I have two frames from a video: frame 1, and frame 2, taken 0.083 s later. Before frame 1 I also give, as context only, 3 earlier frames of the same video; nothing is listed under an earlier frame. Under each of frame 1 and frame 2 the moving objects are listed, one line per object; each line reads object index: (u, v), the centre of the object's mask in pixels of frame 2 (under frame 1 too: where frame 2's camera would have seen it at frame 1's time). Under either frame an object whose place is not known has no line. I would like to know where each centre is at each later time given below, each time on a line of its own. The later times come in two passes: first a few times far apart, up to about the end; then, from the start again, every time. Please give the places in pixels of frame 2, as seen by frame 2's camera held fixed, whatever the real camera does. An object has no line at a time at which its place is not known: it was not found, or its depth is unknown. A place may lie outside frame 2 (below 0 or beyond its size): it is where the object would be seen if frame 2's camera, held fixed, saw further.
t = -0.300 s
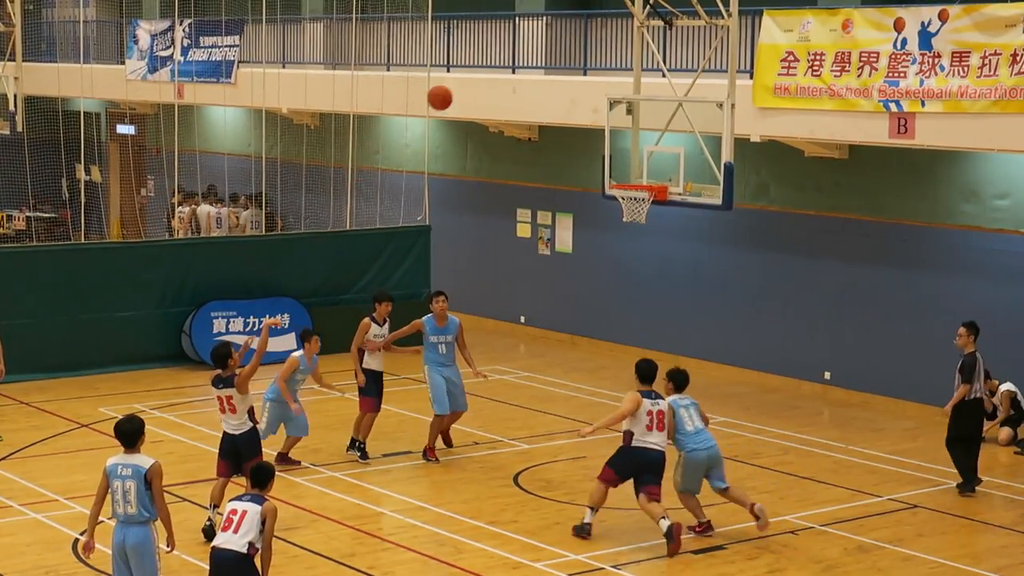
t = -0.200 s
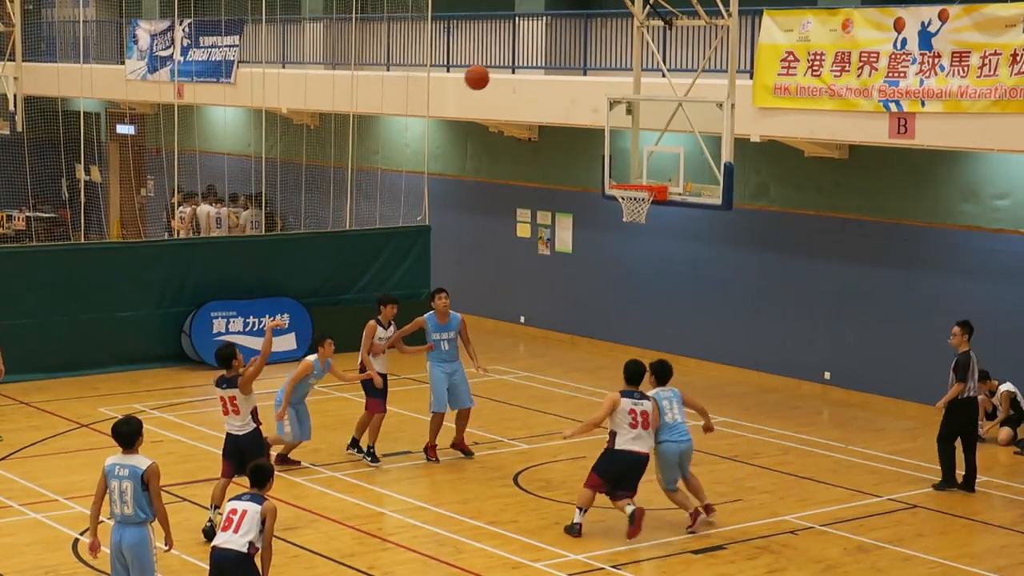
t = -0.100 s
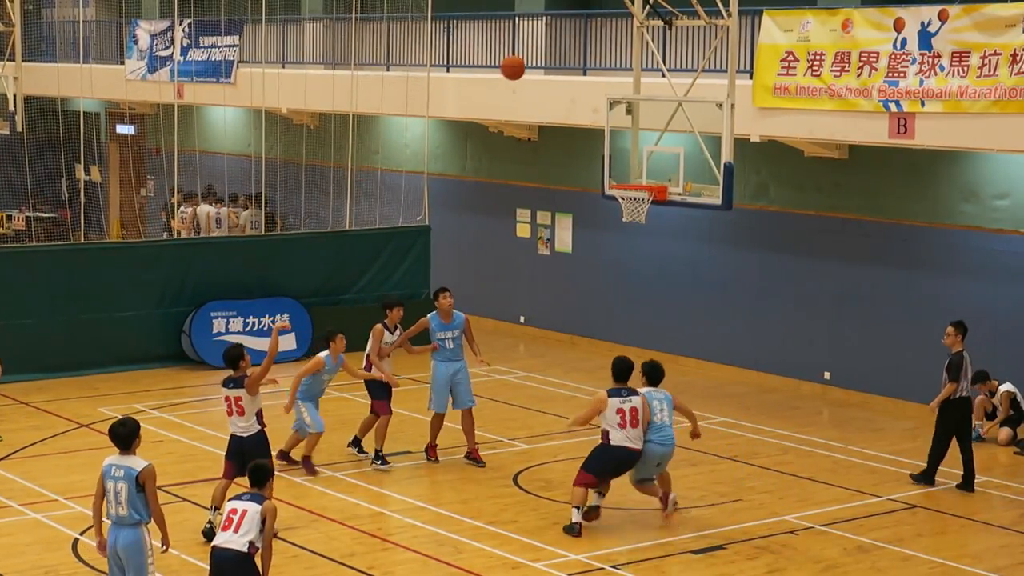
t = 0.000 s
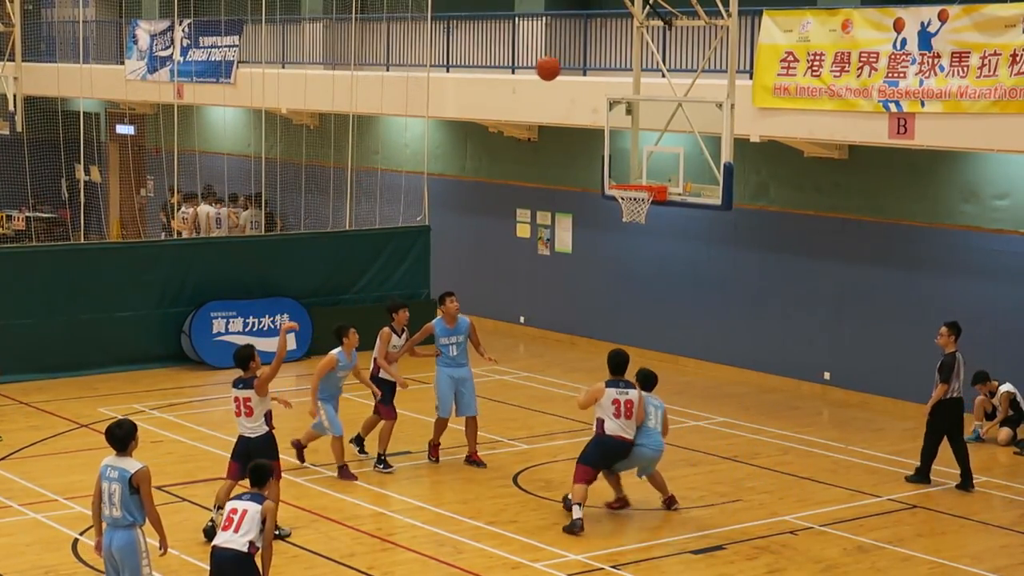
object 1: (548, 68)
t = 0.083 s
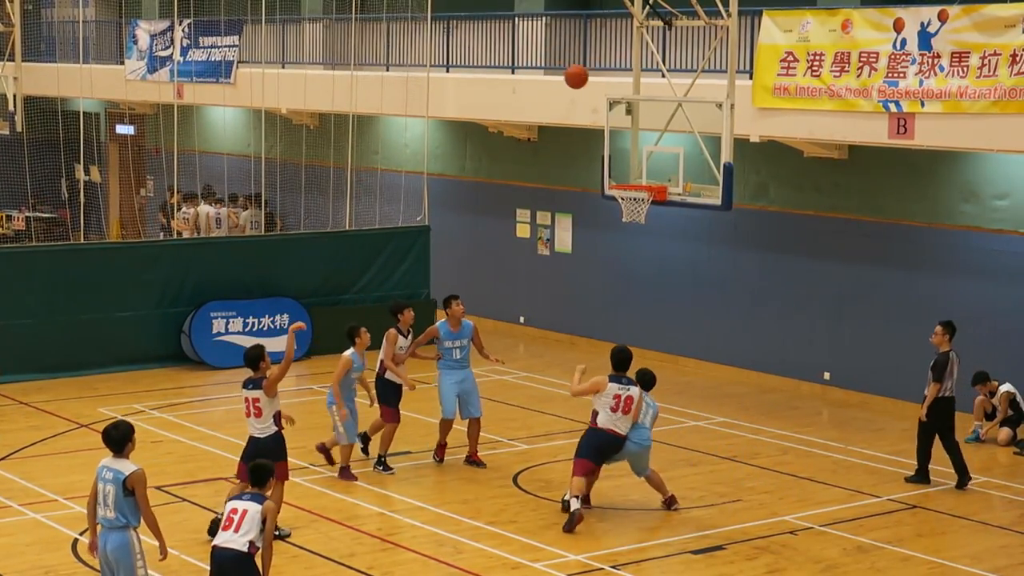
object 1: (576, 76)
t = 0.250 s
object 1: (631, 113)
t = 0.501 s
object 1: (641, 162)
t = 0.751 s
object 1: (585, 128)
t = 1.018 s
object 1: (522, 161)
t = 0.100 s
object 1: (582, 79)
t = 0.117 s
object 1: (587, 82)
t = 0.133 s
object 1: (593, 85)
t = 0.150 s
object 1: (598, 88)
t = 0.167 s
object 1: (604, 91)
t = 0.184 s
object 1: (609, 95)
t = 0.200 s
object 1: (615, 99)
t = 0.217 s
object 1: (620, 104)
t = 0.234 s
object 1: (625, 108)
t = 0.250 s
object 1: (631, 113)
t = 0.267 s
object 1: (636, 118)
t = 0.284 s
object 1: (641, 122)
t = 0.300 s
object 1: (646, 128)
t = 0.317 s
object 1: (652, 134)
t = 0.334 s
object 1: (657, 140)
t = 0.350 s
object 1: (662, 146)
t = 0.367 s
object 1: (667, 152)
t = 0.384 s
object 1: (667, 158)
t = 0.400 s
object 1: (663, 163)
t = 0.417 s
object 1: (659, 168)
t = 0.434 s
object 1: (655, 174)
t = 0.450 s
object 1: (651, 176)
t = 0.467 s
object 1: (648, 171)
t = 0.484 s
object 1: (644, 166)
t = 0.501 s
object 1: (641, 162)
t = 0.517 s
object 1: (637, 158)
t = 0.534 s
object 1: (633, 154)
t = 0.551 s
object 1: (630, 150)
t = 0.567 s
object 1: (626, 147)
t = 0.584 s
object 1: (623, 145)
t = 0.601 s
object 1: (619, 141)
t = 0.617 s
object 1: (615, 139)
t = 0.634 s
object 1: (612, 137)
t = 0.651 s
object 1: (608, 135)
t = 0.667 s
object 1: (604, 133)
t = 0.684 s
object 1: (600, 132)
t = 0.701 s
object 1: (596, 130)
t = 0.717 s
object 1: (593, 129)
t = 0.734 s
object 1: (589, 129)
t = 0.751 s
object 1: (585, 128)
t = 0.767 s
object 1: (581, 128)
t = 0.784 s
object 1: (577, 128)
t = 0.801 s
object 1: (574, 129)
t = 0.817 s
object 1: (569, 130)
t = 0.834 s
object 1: (566, 131)
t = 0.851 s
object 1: (561, 132)
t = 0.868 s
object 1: (558, 134)
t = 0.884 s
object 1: (554, 136)
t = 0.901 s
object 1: (550, 138)
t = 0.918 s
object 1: (546, 140)
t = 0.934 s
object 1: (542, 143)
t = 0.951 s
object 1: (539, 146)
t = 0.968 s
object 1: (534, 150)
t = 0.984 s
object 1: (530, 153)
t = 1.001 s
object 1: (526, 157)
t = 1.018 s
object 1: (522, 161)
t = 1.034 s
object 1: (518, 166)
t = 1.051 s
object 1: (514, 171)
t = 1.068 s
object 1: (510, 176)
